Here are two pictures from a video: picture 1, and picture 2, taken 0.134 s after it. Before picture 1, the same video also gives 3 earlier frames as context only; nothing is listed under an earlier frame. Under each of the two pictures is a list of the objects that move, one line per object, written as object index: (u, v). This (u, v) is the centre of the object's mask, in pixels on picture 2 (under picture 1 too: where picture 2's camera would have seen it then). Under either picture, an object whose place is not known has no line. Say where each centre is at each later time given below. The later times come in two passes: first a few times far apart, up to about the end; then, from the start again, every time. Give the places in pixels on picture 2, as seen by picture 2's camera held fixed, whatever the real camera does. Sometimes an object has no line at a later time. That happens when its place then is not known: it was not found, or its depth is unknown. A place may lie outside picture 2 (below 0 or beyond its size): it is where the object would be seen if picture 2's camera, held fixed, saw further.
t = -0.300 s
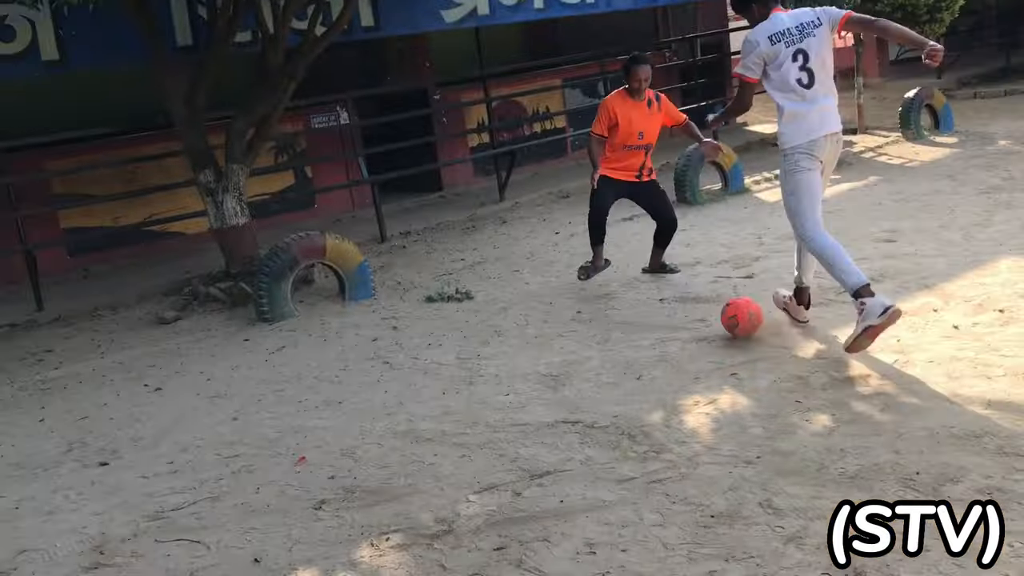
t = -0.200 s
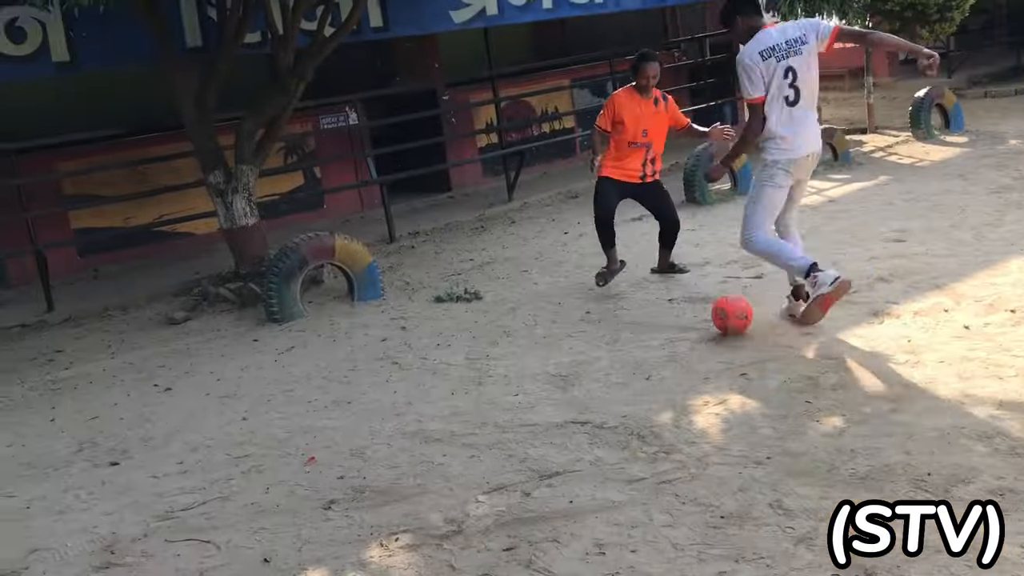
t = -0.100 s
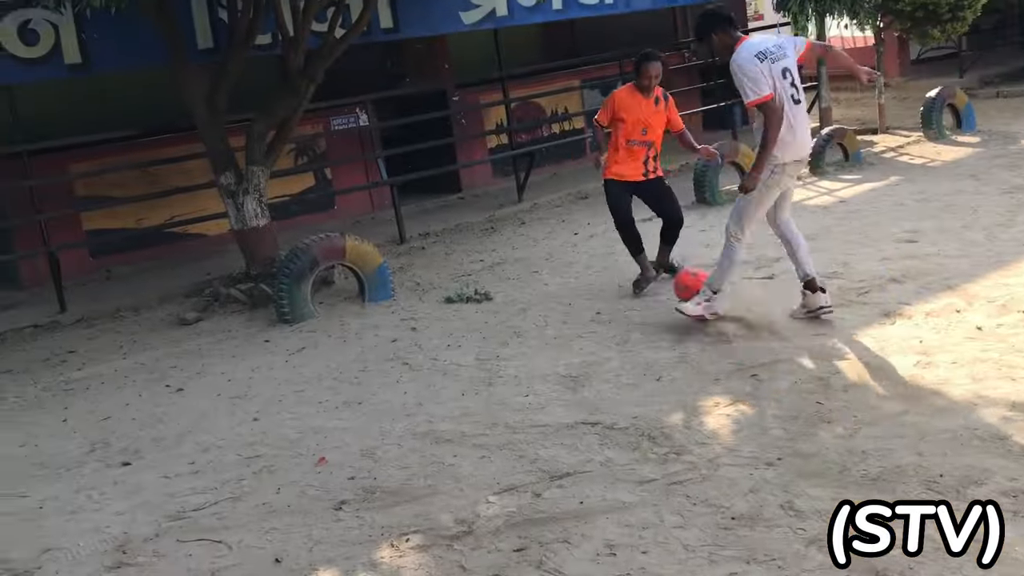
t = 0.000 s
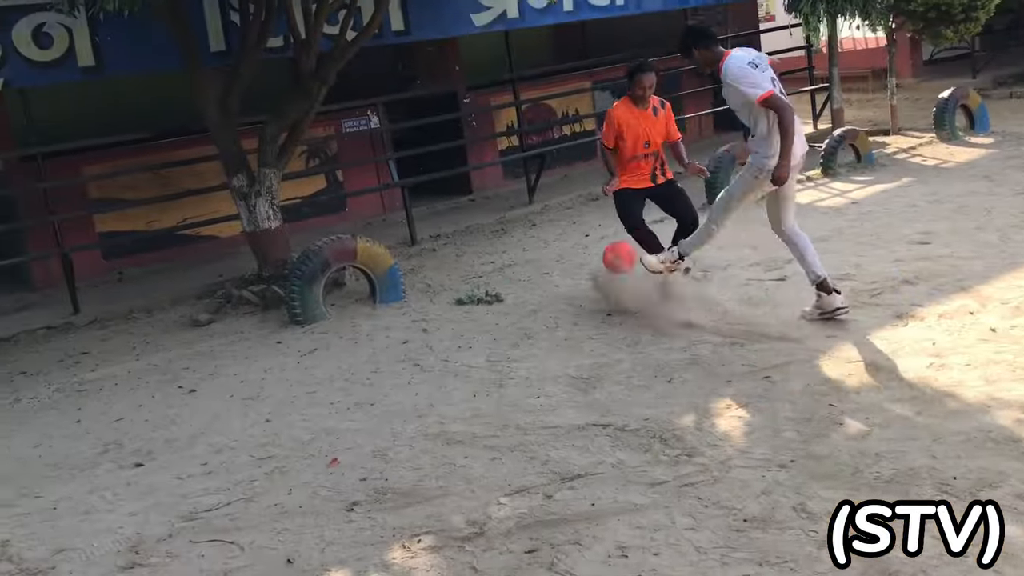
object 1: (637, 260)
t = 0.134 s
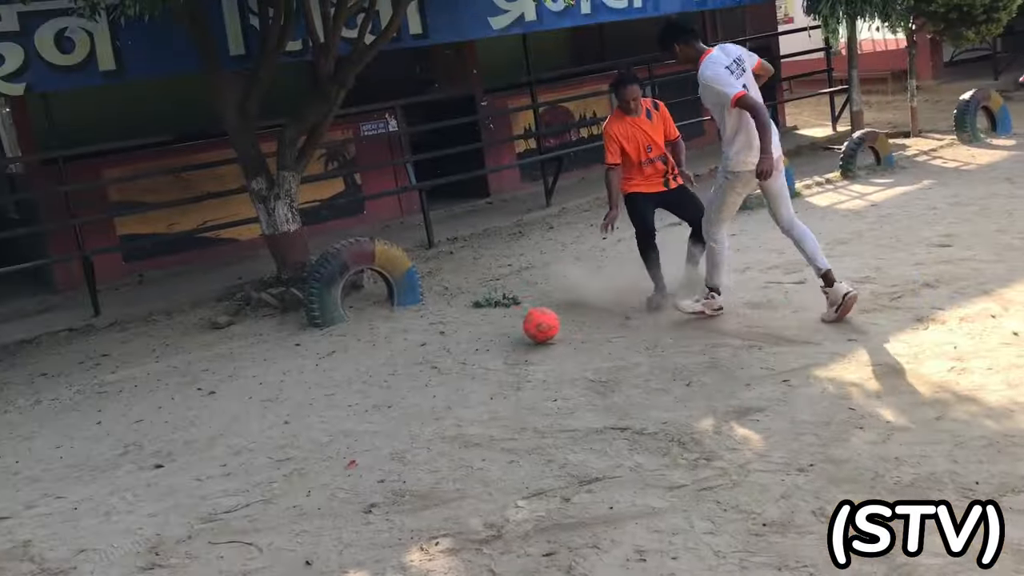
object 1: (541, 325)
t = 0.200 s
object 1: (505, 321)
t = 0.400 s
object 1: (391, 358)
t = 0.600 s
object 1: (270, 409)
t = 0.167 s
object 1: (523, 322)
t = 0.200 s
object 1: (505, 321)
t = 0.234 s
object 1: (485, 322)
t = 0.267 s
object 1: (468, 325)
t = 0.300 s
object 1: (449, 329)
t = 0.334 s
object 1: (429, 337)
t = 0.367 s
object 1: (410, 347)
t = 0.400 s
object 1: (391, 358)
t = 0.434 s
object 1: (372, 372)
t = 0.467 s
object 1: (352, 389)
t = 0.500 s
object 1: (331, 405)
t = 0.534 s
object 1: (311, 404)
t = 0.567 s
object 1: (292, 406)
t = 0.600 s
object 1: (270, 409)
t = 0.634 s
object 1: (248, 415)
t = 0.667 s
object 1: (228, 423)
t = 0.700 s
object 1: (206, 434)
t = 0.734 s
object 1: (186, 447)
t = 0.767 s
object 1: (163, 464)
